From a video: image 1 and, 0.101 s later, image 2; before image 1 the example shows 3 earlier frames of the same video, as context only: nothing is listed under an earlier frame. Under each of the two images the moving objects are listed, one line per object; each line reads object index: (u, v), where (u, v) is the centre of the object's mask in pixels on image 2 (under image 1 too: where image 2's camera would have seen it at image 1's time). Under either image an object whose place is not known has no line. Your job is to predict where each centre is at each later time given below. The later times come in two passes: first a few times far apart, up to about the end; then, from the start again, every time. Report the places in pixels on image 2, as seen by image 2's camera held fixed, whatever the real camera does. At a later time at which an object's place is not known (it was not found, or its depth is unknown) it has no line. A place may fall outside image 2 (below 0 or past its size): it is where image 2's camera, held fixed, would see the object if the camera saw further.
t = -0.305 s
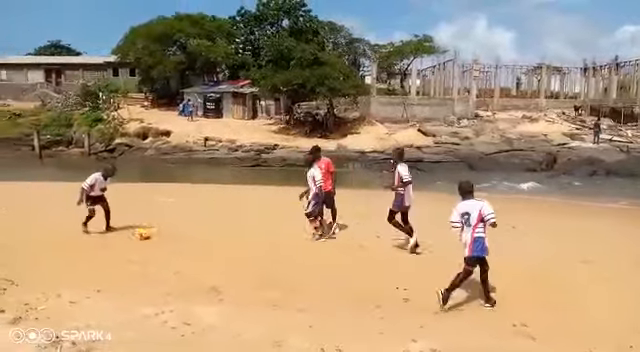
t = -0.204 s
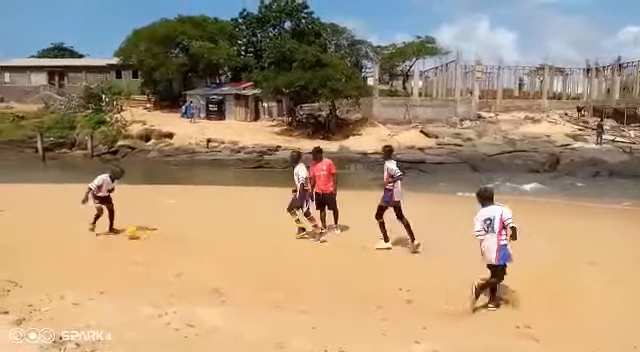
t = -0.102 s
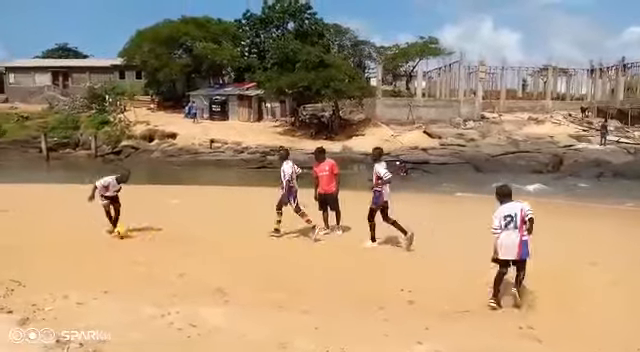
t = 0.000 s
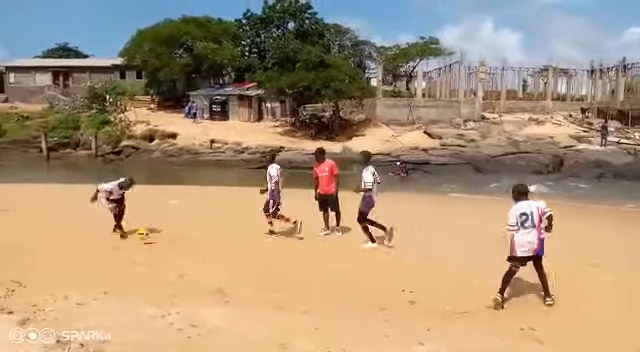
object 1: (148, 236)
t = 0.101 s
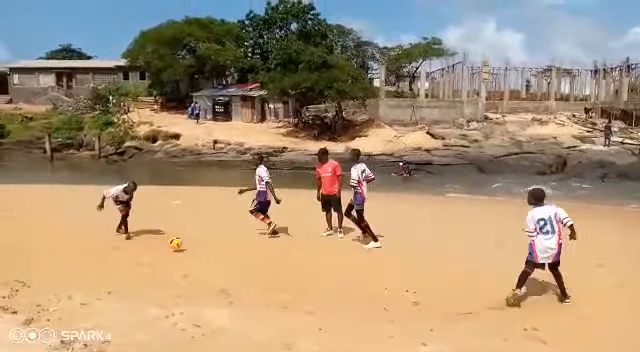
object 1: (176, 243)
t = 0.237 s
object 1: (216, 253)
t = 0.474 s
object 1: (294, 272)
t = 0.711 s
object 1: (375, 290)
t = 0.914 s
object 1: (438, 302)
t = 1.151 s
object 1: (509, 315)
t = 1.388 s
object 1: (568, 319)
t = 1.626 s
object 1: (629, 338)
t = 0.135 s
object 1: (186, 248)
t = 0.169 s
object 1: (196, 250)
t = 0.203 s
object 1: (205, 253)
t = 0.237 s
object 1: (216, 253)
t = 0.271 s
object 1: (228, 256)
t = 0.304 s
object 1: (239, 259)
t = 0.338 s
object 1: (251, 262)
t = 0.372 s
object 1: (263, 265)
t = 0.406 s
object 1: (272, 266)
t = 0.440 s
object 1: (283, 269)
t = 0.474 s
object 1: (294, 272)
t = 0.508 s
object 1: (307, 275)
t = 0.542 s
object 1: (319, 278)
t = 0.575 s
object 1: (330, 280)
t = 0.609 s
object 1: (341, 282)
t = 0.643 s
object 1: (352, 284)
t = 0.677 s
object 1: (364, 288)
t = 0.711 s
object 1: (375, 290)
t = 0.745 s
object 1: (386, 291)
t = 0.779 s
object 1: (398, 295)
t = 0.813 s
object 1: (408, 298)
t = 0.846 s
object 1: (418, 299)
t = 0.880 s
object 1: (428, 301)
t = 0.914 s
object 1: (438, 302)
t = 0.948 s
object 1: (448, 304)
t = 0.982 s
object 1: (460, 308)
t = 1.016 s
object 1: (469, 309)
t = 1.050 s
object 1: (479, 311)
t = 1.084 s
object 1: (489, 314)
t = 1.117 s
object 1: (498, 314)
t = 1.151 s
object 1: (509, 315)
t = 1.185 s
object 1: (521, 318)
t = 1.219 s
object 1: (529, 319)
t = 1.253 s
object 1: (537, 318)
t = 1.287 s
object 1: (543, 319)
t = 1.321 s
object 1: (551, 316)
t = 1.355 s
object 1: (559, 317)
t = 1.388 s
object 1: (568, 319)
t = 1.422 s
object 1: (575, 324)
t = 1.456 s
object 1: (584, 331)
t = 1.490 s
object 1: (592, 333)
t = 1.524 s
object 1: (601, 333)
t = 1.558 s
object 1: (609, 335)
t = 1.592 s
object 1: (619, 336)
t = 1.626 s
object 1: (629, 338)
